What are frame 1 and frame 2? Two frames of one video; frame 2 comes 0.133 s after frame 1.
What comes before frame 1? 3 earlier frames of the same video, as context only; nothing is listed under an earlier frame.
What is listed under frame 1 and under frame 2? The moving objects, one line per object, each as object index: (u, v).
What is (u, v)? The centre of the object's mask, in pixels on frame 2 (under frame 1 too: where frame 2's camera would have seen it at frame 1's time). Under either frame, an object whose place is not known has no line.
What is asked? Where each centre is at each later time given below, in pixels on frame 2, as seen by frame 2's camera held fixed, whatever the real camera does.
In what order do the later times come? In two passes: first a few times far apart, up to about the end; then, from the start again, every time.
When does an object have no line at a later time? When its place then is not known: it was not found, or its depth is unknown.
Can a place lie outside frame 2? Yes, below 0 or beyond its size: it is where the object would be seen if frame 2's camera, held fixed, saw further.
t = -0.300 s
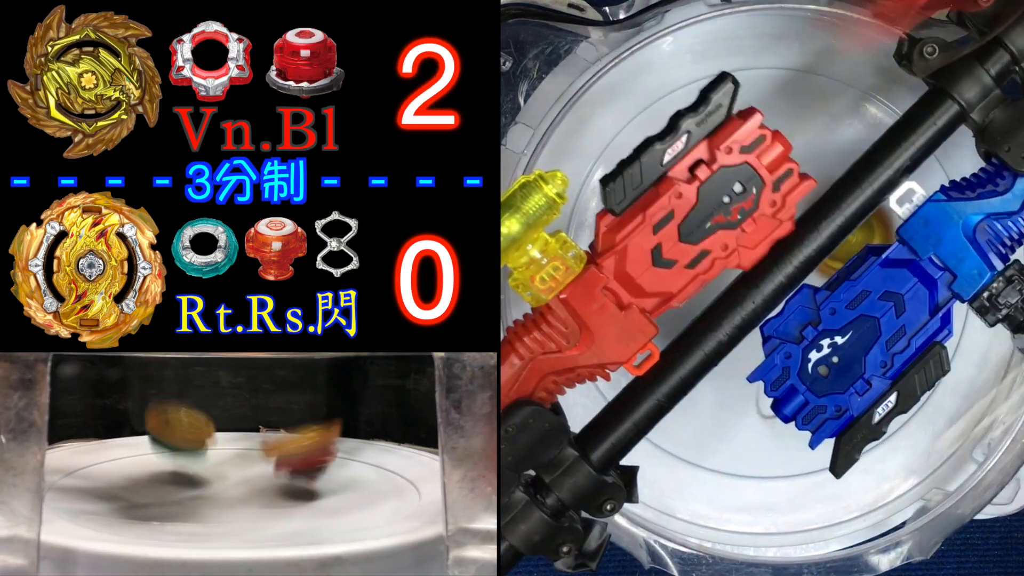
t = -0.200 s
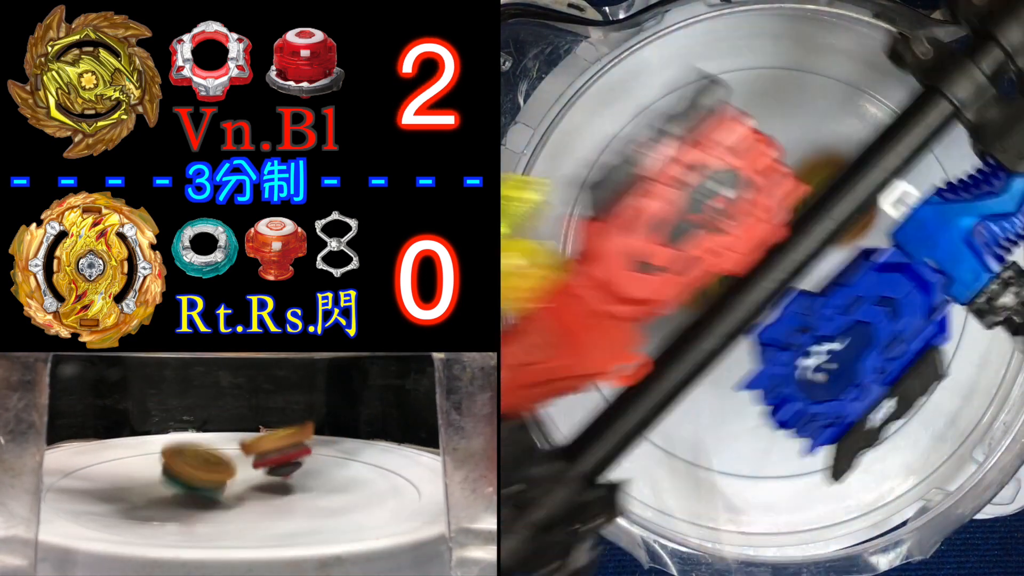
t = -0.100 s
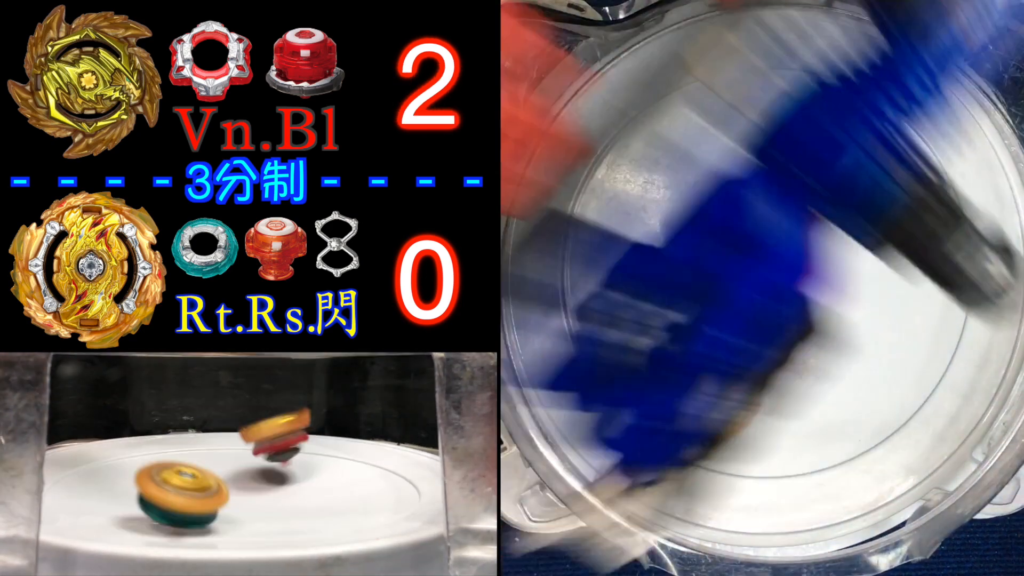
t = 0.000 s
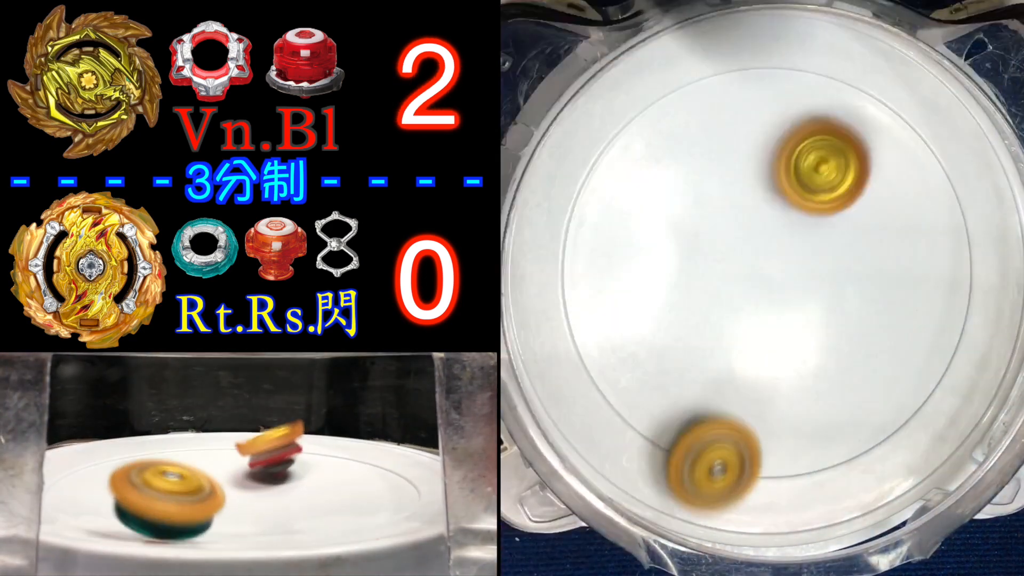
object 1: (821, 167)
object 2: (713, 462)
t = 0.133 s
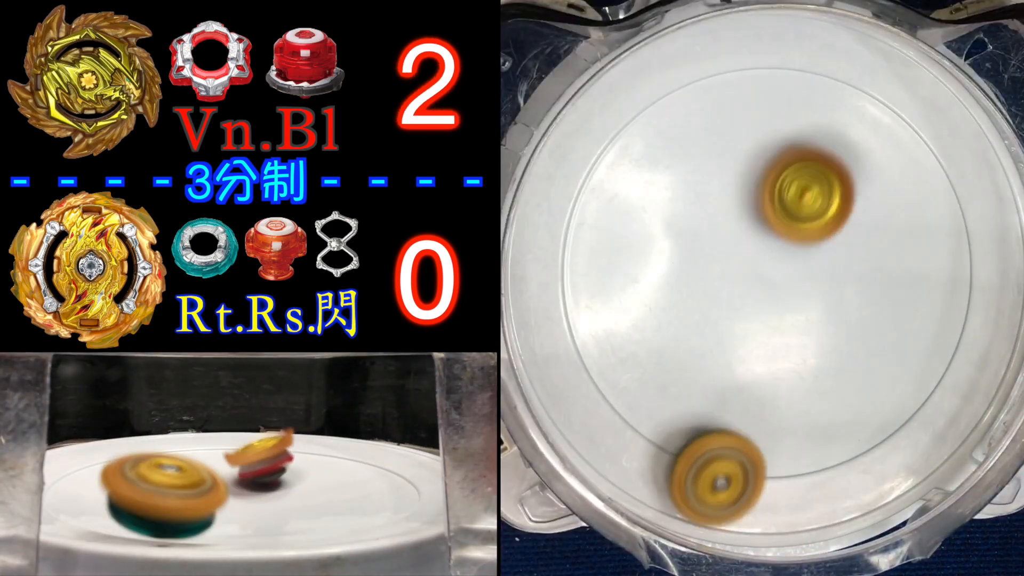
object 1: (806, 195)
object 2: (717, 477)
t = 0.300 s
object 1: (788, 256)
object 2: (720, 381)
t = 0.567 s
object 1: (859, 136)
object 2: (662, 330)
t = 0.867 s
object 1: (849, 143)
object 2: (693, 289)
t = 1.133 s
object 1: (906, 193)
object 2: (681, 357)
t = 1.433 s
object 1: (839, 170)
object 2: (784, 377)
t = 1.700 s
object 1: (747, 111)
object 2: (815, 424)
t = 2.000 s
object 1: (681, 198)
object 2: (791, 279)
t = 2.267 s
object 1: (679, 316)
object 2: (882, 164)
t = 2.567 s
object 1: (710, 370)
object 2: (909, 285)
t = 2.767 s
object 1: (747, 368)
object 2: (836, 353)
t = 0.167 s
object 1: (801, 205)
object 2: (718, 466)
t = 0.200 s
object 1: (797, 217)
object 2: (718, 451)
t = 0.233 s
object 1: (794, 231)
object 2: (719, 431)
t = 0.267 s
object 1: (789, 243)
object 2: (719, 408)
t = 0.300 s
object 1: (788, 256)
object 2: (720, 381)
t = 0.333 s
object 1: (786, 269)
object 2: (721, 352)
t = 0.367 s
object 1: (789, 266)
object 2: (717, 338)
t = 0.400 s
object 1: (803, 240)
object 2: (704, 344)
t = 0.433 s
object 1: (814, 213)
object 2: (691, 347)
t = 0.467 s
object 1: (823, 190)
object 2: (681, 348)
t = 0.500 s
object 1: (837, 173)
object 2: (672, 346)
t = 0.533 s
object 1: (850, 154)
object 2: (666, 340)
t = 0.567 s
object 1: (859, 136)
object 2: (662, 330)
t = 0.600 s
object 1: (864, 121)
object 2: (662, 320)
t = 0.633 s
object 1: (868, 111)
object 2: (665, 308)
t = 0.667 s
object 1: (867, 107)
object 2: (670, 294)
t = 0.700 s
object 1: (858, 117)
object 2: (679, 279)
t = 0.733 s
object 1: (848, 131)
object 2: (691, 262)
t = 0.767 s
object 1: (837, 146)
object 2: (704, 247)
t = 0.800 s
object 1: (826, 163)
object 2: (718, 235)
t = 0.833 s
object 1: (817, 177)
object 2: (729, 227)
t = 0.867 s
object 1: (849, 143)
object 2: (693, 289)
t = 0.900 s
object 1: (887, 105)
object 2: (660, 355)
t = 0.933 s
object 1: (915, 91)
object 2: (628, 415)
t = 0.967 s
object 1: (929, 97)
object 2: (613, 456)
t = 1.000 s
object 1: (929, 115)
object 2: (620, 446)
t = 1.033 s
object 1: (927, 131)
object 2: (632, 427)
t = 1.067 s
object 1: (926, 150)
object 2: (648, 407)
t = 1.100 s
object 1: (918, 171)
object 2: (663, 384)
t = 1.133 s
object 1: (906, 193)
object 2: (681, 357)
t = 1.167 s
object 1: (891, 213)
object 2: (701, 334)
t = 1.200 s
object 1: (873, 232)
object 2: (719, 310)
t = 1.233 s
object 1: (850, 251)
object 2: (737, 288)
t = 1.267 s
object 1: (832, 260)
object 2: (752, 279)
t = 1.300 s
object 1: (839, 243)
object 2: (754, 299)
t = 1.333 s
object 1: (844, 222)
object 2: (757, 319)
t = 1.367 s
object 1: (846, 203)
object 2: (763, 339)
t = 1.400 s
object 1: (845, 186)
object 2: (773, 359)
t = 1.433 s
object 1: (839, 170)
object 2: (784, 377)
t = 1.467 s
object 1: (830, 156)
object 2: (794, 393)
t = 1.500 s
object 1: (821, 143)
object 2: (803, 406)
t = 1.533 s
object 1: (809, 132)
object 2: (811, 417)
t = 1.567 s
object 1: (796, 123)
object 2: (816, 425)
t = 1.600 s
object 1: (784, 116)
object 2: (819, 430)
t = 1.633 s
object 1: (771, 112)
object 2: (820, 432)
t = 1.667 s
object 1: (759, 110)
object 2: (818, 429)
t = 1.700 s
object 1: (747, 111)
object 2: (815, 424)
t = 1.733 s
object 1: (735, 114)
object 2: (810, 416)
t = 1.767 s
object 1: (725, 118)
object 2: (805, 405)
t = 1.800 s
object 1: (716, 125)
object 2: (799, 392)
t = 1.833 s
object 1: (707, 133)
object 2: (794, 377)
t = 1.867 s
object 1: (700, 144)
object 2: (789, 361)
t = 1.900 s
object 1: (693, 155)
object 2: (786, 343)
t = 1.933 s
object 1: (688, 168)
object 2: (785, 322)
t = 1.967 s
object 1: (684, 183)
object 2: (787, 300)
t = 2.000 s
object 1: (681, 198)
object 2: (791, 279)
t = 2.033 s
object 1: (680, 213)
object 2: (799, 257)
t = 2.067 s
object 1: (679, 229)
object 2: (808, 237)
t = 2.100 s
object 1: (678, 245)
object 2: (819, 218)
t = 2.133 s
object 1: (678, 261)
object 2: (831, 201)
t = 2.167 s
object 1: (677, 276)
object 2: (844, 187)
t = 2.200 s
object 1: (677, 290)
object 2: (858, 176)
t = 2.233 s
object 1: (678, 304)
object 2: (871, 168)
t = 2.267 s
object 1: (679, 316)
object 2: (882, 164)
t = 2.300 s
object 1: (680, 326)
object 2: (893, 165)
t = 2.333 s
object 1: (682, 336)
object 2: (902, 169)
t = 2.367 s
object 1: (685, 345)
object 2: (909, 176)
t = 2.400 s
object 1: (689, 352)
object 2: (913, 188)
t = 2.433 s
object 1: (693, 358)
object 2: (916, 203)
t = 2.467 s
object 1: (696, 362)
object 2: (917, 221)
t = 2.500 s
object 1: (700, 366)
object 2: (915, 242)
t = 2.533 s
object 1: (705, 368)
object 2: (913, 263)
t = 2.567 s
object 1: (710, 370)
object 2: (909, 285)
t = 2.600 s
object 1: (716, 370)
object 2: (903, 304)
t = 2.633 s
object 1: (722, 370)
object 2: (894, 324)
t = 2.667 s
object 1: (729, 369)
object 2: (883, 338)
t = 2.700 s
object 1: (736, 368)
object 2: (867, 350)
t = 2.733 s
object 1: (743, 367)
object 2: (851, 355)
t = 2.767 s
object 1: (747, 368)
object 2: (836, 353)
